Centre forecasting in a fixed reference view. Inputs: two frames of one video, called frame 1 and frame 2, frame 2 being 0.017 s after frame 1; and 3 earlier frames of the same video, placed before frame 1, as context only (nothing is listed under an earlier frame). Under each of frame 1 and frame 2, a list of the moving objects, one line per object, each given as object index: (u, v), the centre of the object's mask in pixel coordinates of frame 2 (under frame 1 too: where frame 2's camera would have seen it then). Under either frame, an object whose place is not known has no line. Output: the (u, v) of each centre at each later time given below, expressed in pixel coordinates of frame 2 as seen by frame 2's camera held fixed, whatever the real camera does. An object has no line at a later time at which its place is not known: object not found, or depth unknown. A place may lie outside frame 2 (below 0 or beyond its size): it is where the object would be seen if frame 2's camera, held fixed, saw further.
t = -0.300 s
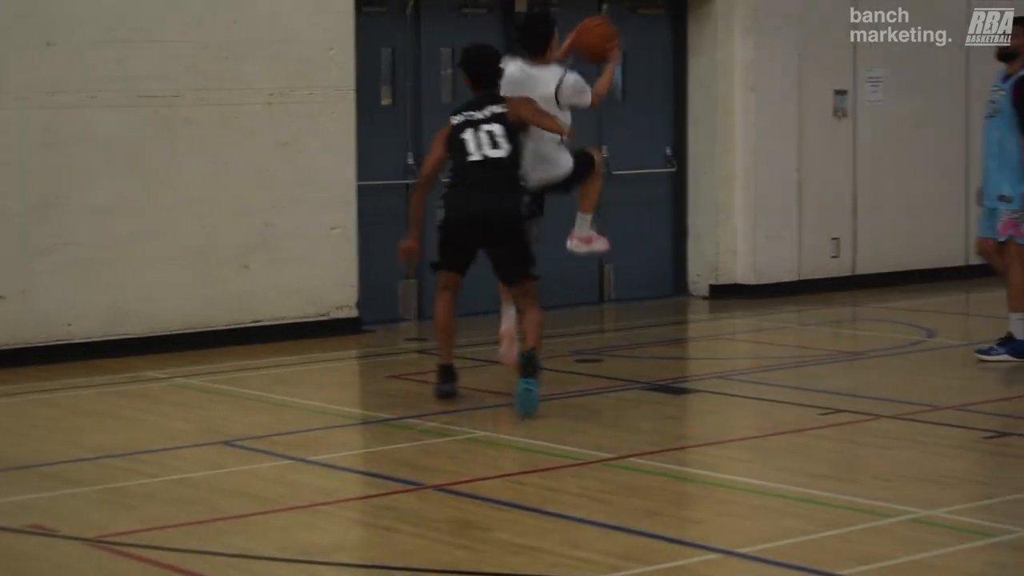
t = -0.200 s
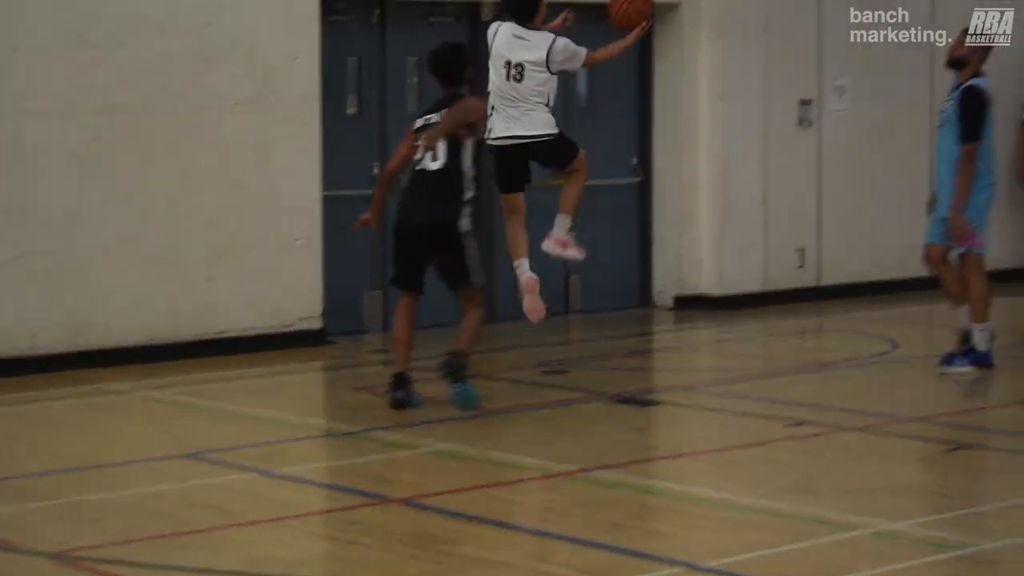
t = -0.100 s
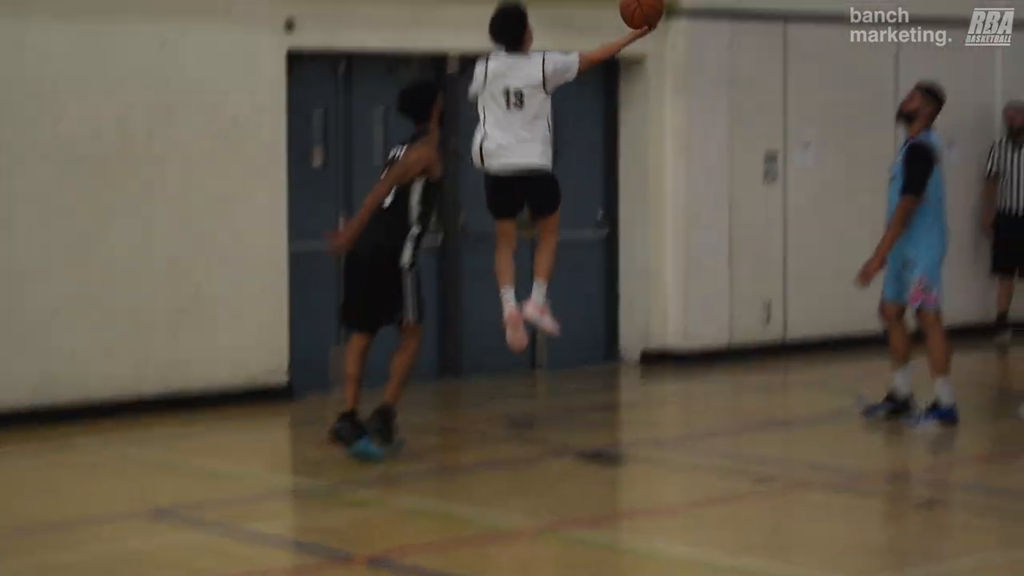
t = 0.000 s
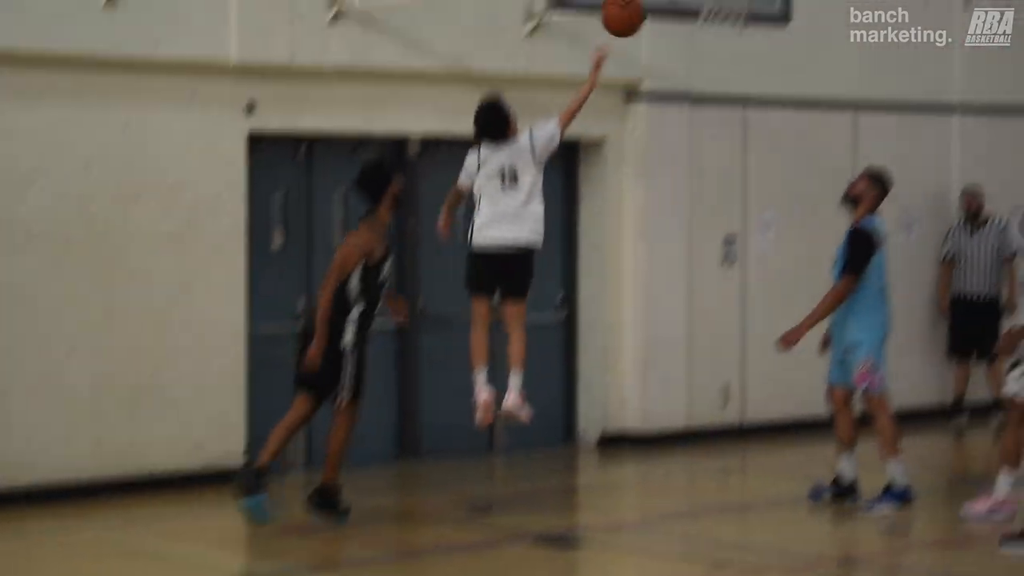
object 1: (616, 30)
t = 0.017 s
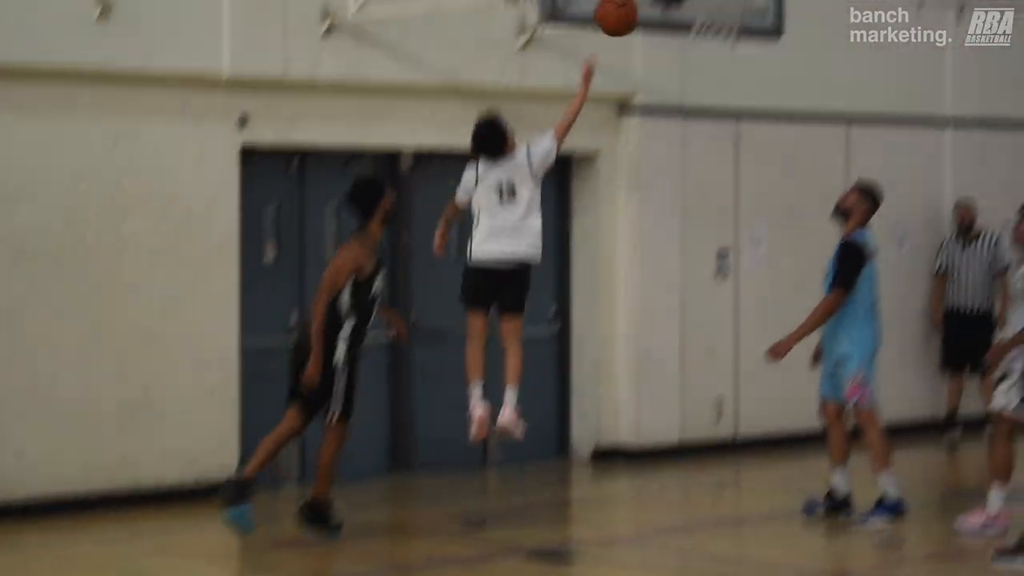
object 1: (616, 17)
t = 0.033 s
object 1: (617, 2)
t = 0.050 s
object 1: (619, -12)
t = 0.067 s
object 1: (620, -26)
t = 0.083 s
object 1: (622, -39)
